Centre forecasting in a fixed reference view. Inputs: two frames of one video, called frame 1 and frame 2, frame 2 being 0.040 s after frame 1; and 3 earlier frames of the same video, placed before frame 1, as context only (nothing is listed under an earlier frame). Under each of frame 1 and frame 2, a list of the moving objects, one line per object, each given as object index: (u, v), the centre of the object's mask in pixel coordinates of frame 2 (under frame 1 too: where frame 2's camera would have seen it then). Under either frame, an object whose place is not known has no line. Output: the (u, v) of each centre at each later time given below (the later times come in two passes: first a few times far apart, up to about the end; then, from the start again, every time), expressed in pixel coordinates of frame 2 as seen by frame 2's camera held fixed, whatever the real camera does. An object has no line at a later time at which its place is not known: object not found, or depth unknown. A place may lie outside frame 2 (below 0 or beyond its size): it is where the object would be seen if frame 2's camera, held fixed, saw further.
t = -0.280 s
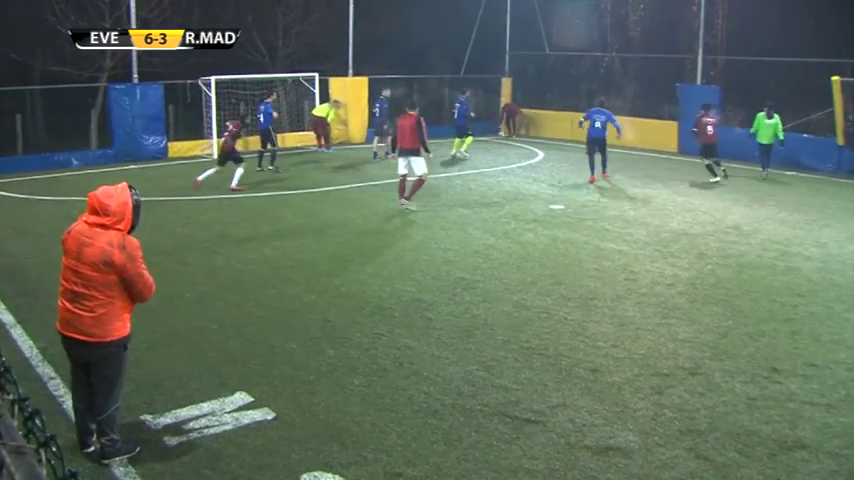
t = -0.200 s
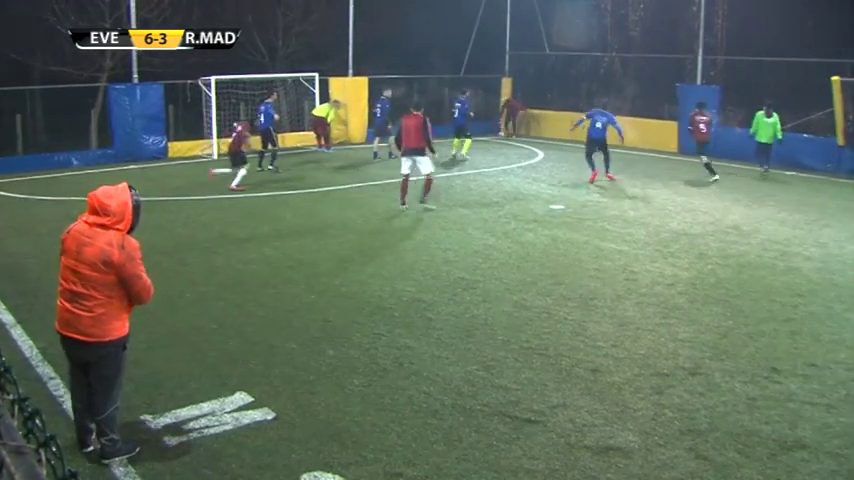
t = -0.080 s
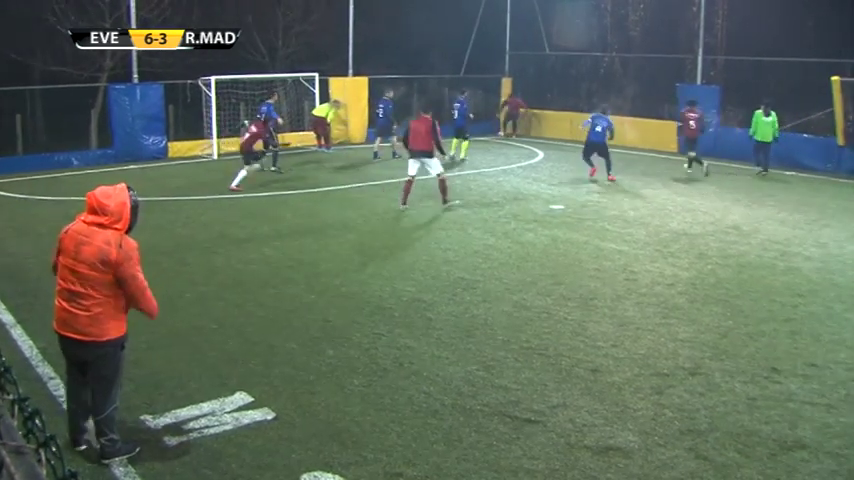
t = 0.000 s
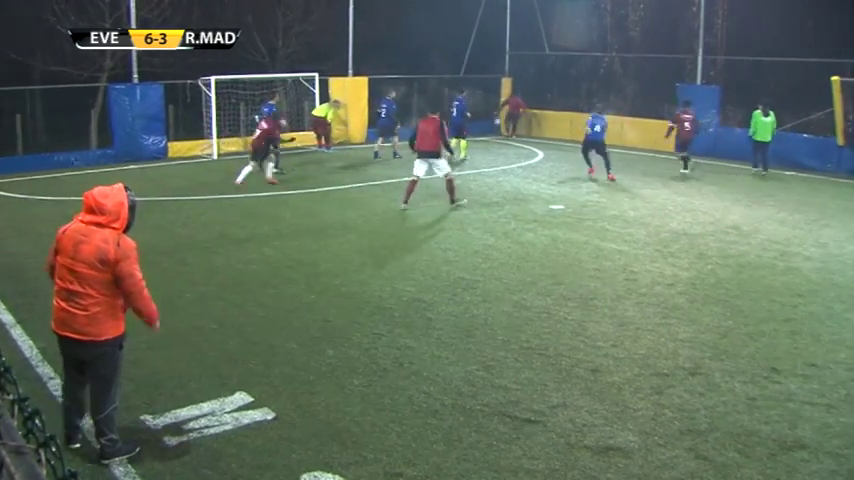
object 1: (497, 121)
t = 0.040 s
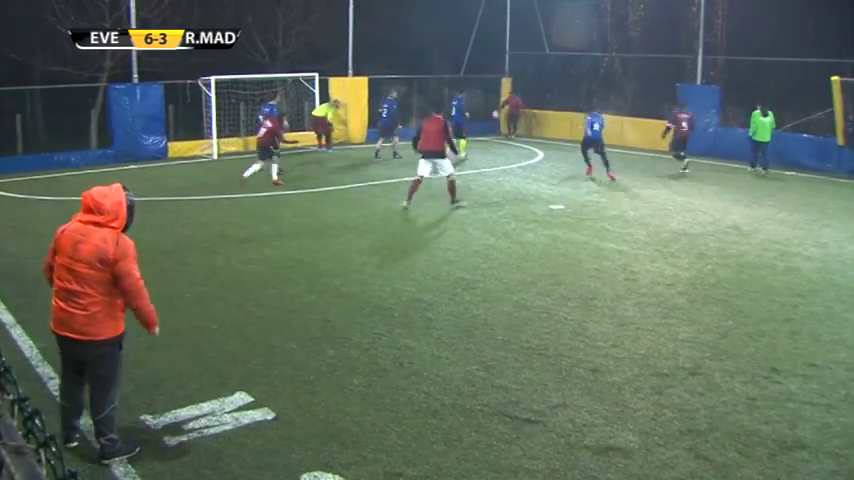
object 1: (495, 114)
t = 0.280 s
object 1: (484, 80)
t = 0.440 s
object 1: (476, 63)
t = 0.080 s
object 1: (493, 108)
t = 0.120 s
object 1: (491, 102)
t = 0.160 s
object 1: (489, 96)
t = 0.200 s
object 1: (487, 91)
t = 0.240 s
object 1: (486, 85)
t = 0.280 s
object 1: (484, 80)
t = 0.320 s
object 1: (482, 75)
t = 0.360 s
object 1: (480, 71)
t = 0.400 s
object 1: (478, 67)
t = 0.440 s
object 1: (476, 63)
